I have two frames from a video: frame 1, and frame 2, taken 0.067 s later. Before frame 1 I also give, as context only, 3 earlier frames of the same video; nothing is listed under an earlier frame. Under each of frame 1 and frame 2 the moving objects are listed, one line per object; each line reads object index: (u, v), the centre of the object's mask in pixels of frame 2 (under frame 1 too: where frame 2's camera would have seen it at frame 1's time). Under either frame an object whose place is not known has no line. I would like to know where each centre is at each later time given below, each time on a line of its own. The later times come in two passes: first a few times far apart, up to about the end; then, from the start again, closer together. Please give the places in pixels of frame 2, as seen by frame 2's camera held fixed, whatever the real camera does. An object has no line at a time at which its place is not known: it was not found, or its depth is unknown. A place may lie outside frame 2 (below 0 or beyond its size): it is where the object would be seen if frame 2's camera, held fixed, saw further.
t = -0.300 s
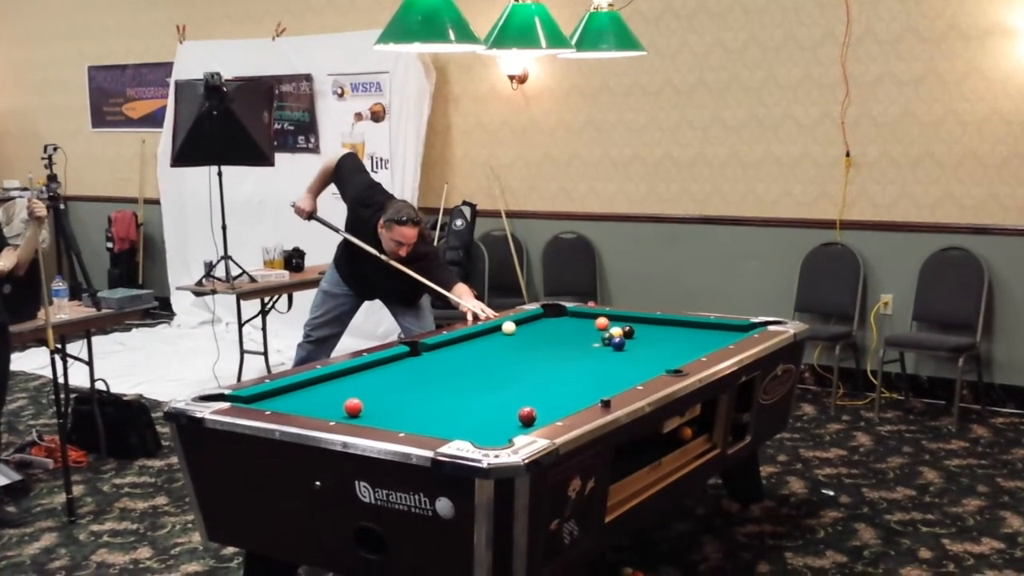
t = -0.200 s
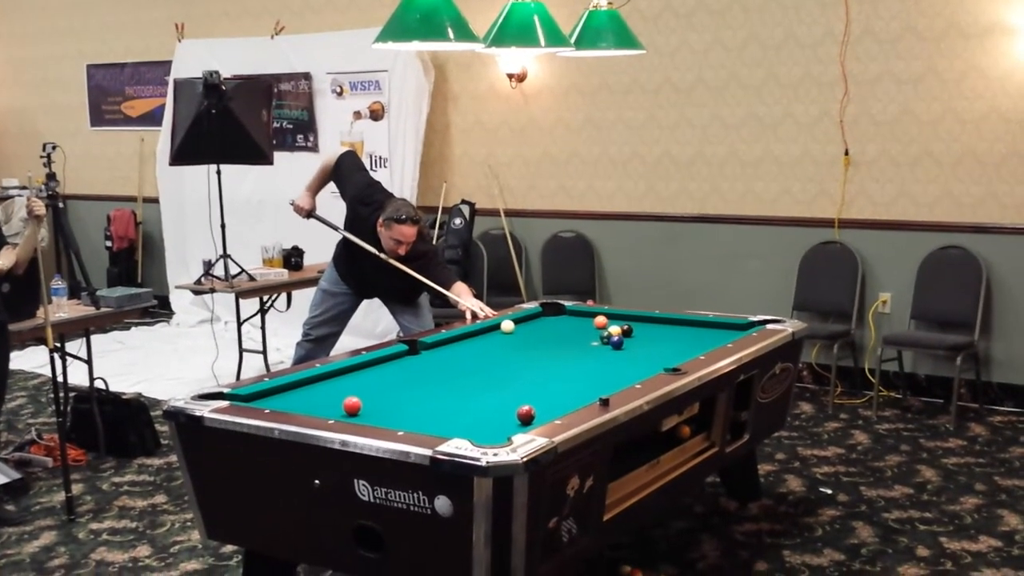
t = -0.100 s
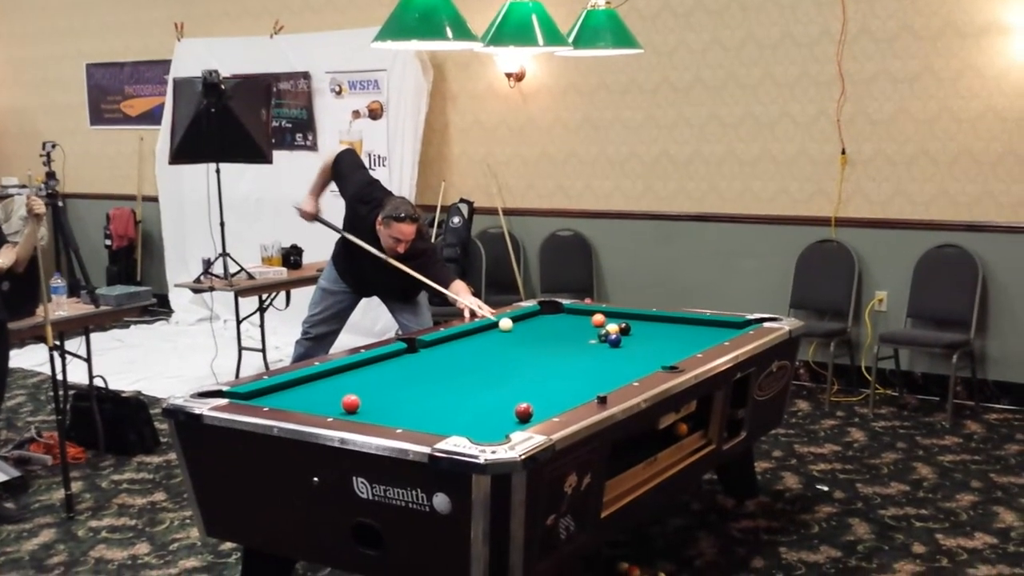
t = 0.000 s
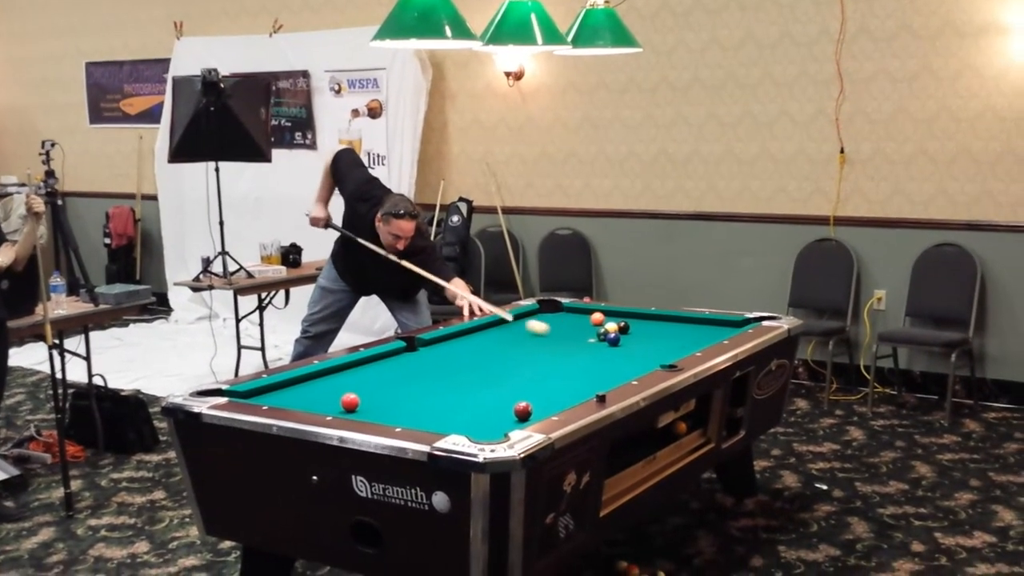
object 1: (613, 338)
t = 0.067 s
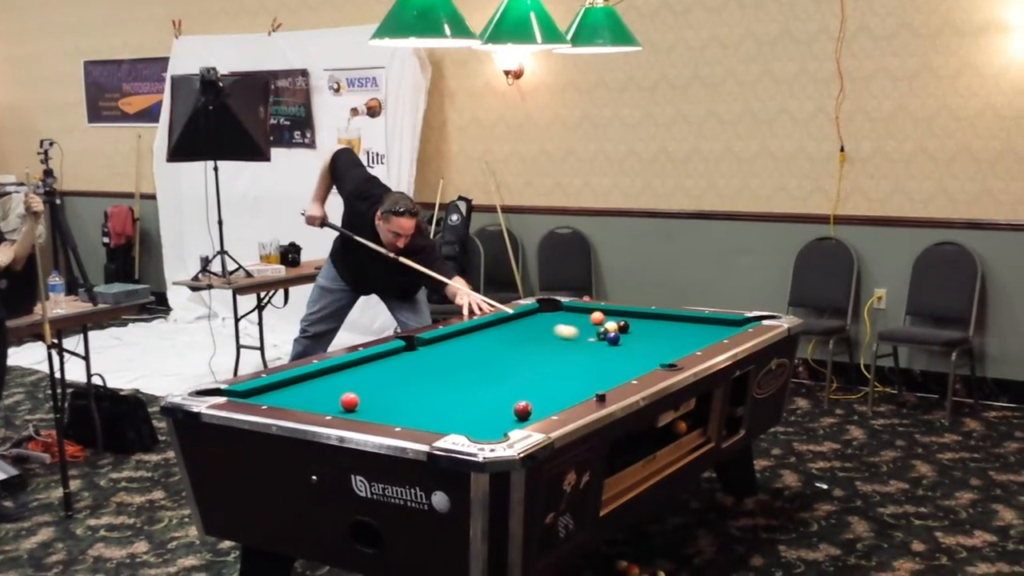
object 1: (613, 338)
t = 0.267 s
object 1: (661, 338)
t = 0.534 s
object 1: (699, 337)
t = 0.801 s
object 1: (677, 332)
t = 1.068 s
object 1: (657, 328)
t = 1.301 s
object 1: (642, 324)
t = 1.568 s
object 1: (626, 318)
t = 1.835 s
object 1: (610, 316)
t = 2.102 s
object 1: (603, 314)
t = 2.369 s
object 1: (597, 312)
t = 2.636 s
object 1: (591, 309)
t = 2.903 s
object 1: (582, 309)
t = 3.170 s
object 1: (576, 310)
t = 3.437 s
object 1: (571, 310)
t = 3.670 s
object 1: (568, 310)
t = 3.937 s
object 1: (566, 310)
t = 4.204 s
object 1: (566, 310)
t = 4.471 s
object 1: (566, 310)
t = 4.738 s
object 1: (566, 310)
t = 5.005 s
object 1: (565, 310)
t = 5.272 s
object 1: (565, 309)
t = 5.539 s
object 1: (565, 309)
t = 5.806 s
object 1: (565, 309)
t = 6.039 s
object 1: (565, 309)
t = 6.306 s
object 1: (565, 309)
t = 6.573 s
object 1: (565, 309)
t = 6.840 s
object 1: (566, 309)
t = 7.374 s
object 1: (565, 309)
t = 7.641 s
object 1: (566, 310)
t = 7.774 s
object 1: (566, 310)
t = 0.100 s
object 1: (613, 338)
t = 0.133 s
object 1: (613, 338)
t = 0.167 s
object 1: (623, 338)
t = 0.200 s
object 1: (637, 338)
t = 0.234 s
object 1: (649, 338)
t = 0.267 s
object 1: (661, 338)
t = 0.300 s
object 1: (673, 338)
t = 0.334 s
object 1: (683, 338)
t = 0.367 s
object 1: (693, 338)
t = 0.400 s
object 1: (703, 337)
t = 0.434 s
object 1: (710, 336)
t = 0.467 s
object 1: (706, 336)
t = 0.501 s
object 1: (702, 337)
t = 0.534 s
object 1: (699, 337)
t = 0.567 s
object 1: (696, 336)
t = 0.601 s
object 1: (693, 336)
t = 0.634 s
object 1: (690, 335)
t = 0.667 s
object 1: (688, 334)
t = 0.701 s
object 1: (685, 334)
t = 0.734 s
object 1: (682, 333)
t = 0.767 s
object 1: (680, 333)
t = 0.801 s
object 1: (677, 332)
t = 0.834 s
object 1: (674, 331)
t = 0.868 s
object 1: (672, 331)
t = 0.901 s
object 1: (669, 330)
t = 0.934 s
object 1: (667, 330)
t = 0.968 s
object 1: (664, 329)
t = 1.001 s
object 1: (662, 328)
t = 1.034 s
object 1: (660, 328)
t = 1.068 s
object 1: (657, 328)
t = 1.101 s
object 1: (655, 327)
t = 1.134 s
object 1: (652, 327)
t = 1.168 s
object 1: (650, 326)
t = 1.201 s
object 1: (648, 325)
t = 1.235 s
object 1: (646, 325)
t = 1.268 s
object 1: (644, 325)
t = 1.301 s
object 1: (642, 324)
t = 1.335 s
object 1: (639, 324)
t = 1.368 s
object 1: (637, 323)
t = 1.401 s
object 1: (636, 323)
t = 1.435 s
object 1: (634, 322)
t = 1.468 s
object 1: (632, 322)
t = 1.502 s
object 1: (630, 321)
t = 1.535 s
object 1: (629, 319)
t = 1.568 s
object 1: (626, 318)
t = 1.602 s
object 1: (623, 317)
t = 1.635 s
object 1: (621, 317)
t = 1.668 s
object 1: (619, 317)
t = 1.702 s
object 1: (617, 317)
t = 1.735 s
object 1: (616, 317)
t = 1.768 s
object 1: (614, 317)
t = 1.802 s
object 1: (611, 316)
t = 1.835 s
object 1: (610, 316)
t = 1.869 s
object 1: (609, 316)
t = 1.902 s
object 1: (608, 316)
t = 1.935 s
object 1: (607, 316)
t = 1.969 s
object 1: (606, 316)
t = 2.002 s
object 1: (606, 315)
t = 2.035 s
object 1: (605, 315)
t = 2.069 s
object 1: (604, 315)
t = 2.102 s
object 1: (603, 314)
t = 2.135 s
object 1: (602, 314)
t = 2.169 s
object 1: (601, 314)
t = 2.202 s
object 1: (600, 313)
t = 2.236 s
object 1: (600, 313)
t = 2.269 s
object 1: (599, 313)
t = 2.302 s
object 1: (599, 312)
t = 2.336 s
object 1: (598, 312)
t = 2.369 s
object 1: (597, 312)
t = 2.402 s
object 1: (597, 311)
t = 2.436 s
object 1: (596, 310)
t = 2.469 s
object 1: (595, 311)
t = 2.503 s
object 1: (595, 310)
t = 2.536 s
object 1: (593, 309)
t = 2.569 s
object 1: (592, 309)
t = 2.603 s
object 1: (592, 309)
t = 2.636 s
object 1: (591, 309)
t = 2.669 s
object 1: (590, 308)
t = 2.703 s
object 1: (589, 308)
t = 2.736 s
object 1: (587, 307)
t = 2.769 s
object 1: (586, 308)
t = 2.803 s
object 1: (585, 308)
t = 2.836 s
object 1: (584, 308)
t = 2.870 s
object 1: (583, 308)
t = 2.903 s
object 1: (582, 309)
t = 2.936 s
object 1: (581, 309)
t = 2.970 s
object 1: (580, 309)
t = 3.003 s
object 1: (579, 309)
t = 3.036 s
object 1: (579, 309)
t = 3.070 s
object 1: (578, 309)
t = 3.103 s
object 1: (577, 309)
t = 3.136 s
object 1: (577, 310)
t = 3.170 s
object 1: (576, 310)
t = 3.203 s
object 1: (575, 309)
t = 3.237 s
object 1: (574, 310)
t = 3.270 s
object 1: (574, 310)
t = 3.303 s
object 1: (573, 310)
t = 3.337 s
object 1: (573, 310)
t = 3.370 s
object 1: (572, 310)
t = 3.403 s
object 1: (571, 310)
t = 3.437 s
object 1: (571, 310)
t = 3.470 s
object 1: (570, 310)
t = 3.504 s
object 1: (570, 310)
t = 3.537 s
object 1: (569, 310)
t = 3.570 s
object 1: (569, 310)
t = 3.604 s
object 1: (569, 310)
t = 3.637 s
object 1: (568, 310)
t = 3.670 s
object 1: (568, 310)
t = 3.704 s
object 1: (568, 310)
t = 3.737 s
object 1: (567, 310)
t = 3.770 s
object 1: (567, 310)
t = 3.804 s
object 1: (567, 310)
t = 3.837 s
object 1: (567, 310)
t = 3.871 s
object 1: (566, 310)
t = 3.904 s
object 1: (566, 310)
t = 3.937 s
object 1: (566, 310)
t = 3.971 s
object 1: (566, 310)
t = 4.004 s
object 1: (566, 310)
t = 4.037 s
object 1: (566, 310)
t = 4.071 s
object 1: (566, 310)
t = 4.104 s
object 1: (566, 310)
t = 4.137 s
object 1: (566, 310)
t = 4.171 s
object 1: (566, 310)
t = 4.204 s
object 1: (566, 310)
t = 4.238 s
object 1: (566, 310)
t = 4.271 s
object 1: (566, 310)
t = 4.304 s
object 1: (566, 310)
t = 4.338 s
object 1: (566, 310)
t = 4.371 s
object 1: (566, 310)
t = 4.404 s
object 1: (565, 310)
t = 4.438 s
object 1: (566, 310)
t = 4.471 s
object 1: (566, 310)
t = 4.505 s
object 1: (566, 310)
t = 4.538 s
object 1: (566, 310)
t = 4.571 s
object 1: (566, 310)
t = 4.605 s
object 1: (566, 310)
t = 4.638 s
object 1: (566, 310)
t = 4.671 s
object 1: (566, 310)
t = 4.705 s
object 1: (566, 310)
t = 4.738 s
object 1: (566, 310)
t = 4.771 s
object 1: (566, 310)
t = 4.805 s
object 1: (566, 310)
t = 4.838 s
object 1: (566, 310)
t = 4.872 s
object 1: (565, 310)
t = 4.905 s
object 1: (565, 310)
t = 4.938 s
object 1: (565, 310)
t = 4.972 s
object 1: (565, 310)
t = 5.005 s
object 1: (565, 310)
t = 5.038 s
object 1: (565, 310)
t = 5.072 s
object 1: (566, 310)
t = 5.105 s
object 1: (565, 310)
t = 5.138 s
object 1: (566, 310)
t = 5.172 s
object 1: (565, 310)
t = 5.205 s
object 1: (565, 310)
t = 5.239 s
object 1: (565, 310)
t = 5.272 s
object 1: (565, 309)
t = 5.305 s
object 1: (565, 310)
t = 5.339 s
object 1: (565, 310)
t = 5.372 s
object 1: (565, 310)
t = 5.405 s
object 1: (565, 310)
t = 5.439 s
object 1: (565, 309)
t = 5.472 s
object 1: (565, 309)
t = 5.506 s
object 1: (565, 309)
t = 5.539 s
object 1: (565, 309)
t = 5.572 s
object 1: (565, 309)
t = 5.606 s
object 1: (565, 309)
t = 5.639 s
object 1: (565, 309)
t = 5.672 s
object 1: (565, 309)
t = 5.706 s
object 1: (565, 309)
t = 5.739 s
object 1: (565, 309)
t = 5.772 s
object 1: (565, 309)
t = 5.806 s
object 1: (565, 309)
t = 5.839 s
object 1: (565, 309)
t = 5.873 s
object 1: (565, 309)
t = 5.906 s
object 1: (565, 309)
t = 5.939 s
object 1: (565, 309)
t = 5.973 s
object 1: (565, 309)
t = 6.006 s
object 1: (565, 309)
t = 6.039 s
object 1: (565, 309)
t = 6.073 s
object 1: (565, 309)
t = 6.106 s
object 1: (565, 309)
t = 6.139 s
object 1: (565, 309)
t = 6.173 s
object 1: (565, 309)
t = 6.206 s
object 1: (565, 309)
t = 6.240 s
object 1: (566, 309)
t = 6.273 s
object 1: (566, 309)
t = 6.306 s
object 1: (565, 309)
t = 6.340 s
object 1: (567, 309)
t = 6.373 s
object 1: (566, 310)
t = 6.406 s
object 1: (566, 309)
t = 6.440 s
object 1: (566, 309)
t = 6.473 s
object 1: (566, 309)
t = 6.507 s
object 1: (565, 310)
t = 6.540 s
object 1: (565, 309)
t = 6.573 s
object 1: (565, 309)
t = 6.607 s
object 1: (566, 309)
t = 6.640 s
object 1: (566, 310)
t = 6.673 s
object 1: (566, 309)
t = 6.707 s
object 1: (567, 310)
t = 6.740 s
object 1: (569, 310)
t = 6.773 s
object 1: (566, 309)
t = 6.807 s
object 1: (566, 310)
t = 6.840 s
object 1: (566, 309)
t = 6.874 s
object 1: (566, 309)
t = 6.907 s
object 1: (568, 309)
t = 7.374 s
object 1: (565, 309)
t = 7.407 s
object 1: (566, 310)
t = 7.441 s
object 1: (566, 309)
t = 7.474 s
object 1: (566, 309)
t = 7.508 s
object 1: (566, 309)
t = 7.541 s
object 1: (566, 309)
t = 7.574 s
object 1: (566, 310)
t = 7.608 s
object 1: (566, 310)
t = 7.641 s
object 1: (566, 310)
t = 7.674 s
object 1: (566, 310)
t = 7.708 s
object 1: (566, 309)
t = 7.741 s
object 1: (566, 309)
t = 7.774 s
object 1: (566, 310)
